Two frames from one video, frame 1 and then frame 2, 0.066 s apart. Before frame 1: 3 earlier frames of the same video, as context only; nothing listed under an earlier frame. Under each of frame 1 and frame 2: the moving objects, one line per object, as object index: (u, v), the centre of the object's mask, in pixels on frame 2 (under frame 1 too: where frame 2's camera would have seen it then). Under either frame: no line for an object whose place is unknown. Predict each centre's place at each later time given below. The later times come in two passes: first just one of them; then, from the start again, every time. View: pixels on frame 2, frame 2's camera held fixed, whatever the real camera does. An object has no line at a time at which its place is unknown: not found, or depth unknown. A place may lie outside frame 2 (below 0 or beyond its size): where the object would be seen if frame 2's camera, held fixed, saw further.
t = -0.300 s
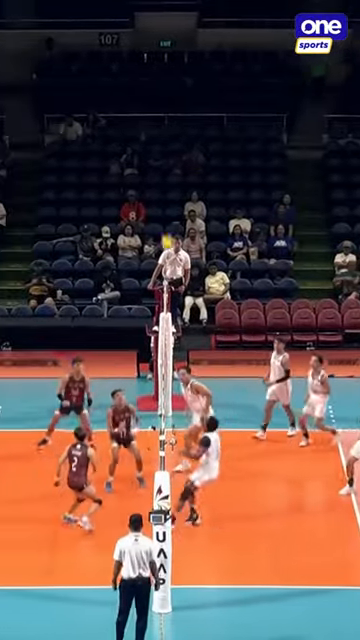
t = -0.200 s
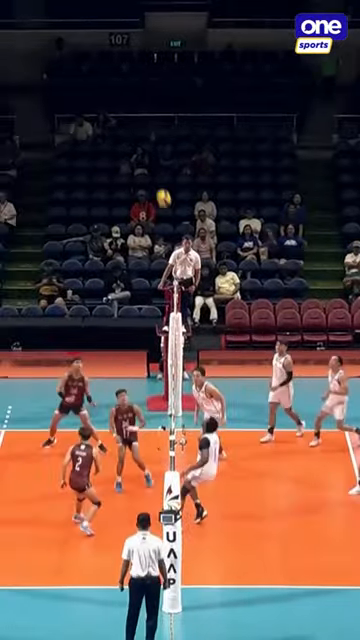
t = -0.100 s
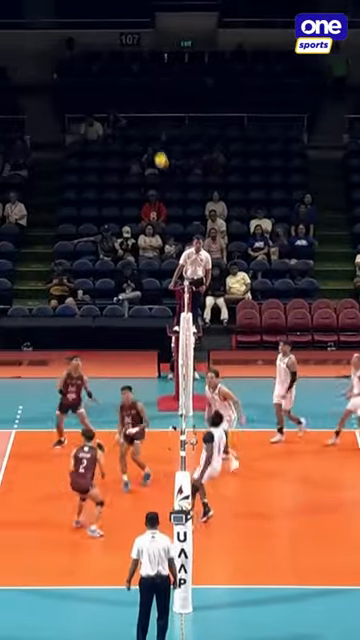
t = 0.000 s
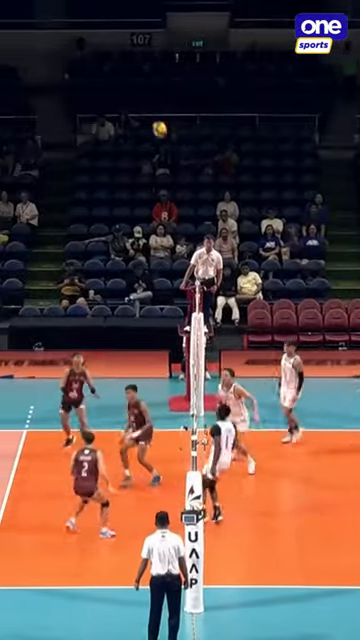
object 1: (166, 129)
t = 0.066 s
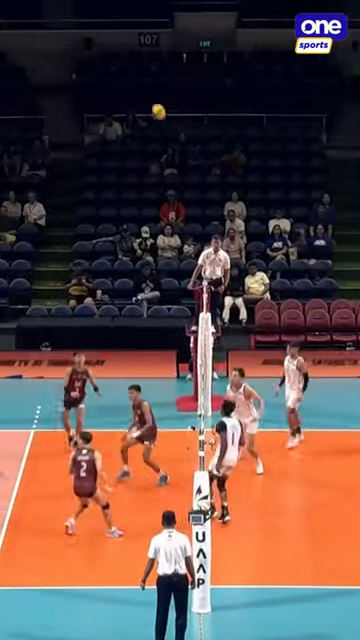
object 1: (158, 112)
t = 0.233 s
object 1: (138, 82)
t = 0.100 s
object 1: (154, 104)
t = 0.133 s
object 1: (150, 97)
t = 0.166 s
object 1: (146, 91)
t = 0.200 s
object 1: (142, 86)
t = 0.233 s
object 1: (138, 82)
